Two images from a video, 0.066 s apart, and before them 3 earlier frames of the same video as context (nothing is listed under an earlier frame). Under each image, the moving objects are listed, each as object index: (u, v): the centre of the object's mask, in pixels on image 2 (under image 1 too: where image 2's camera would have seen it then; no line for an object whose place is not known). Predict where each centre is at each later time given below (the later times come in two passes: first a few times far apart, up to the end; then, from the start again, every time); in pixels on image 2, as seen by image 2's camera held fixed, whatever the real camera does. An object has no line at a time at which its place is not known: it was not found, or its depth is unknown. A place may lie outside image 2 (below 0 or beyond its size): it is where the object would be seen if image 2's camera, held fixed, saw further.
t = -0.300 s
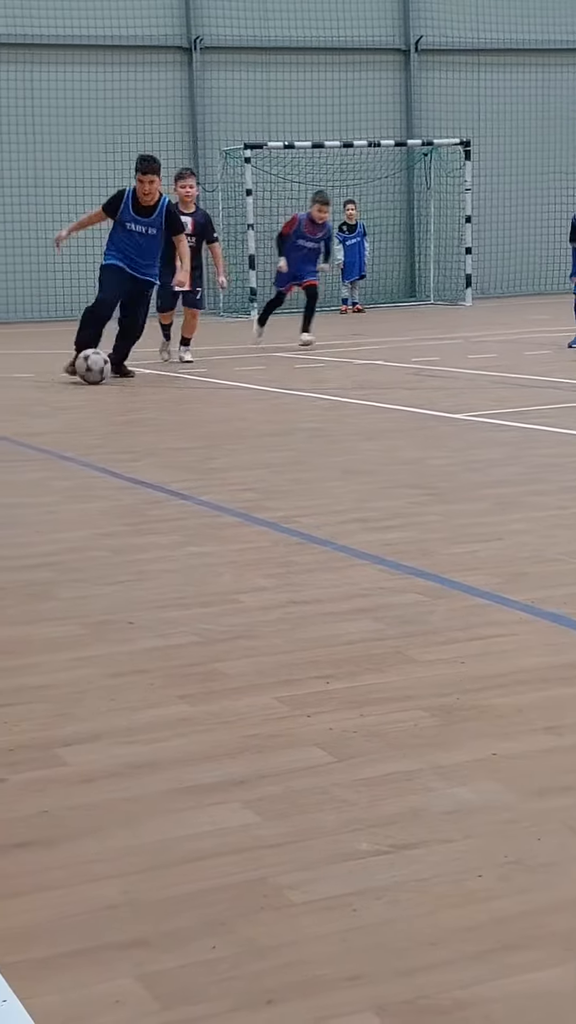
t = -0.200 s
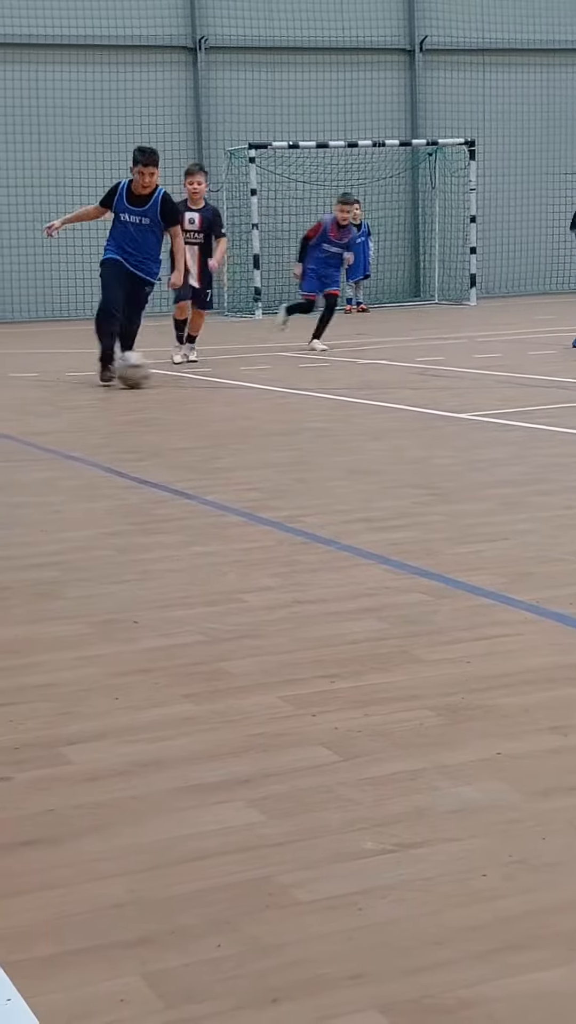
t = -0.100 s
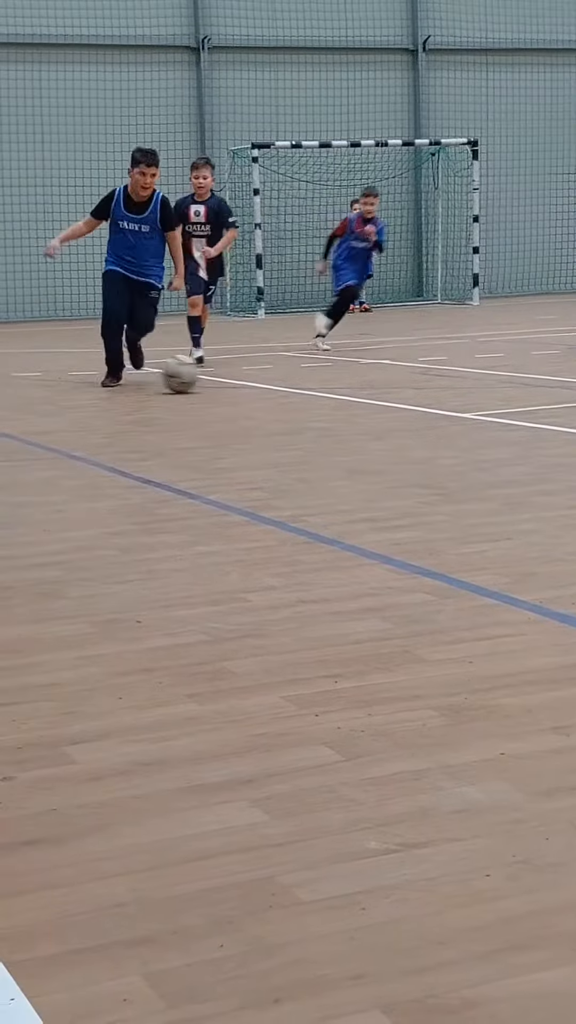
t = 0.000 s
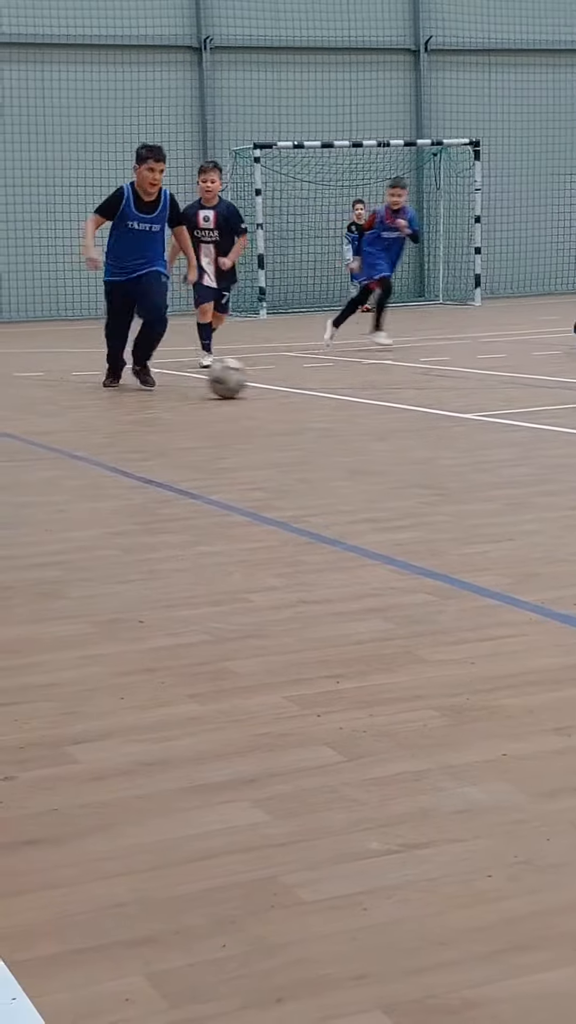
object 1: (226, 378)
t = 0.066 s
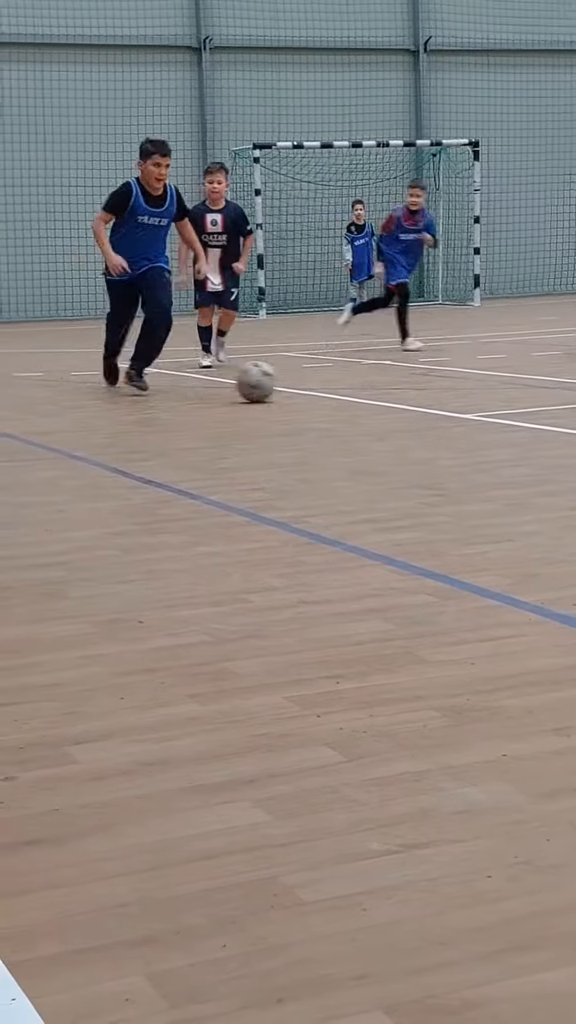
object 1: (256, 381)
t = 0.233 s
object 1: (326, 388)
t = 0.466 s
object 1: (410, 399)
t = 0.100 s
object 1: (271, 382)
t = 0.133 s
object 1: (285, 384)
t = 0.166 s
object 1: (298, 385)
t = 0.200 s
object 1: (312, 387)
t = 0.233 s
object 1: (326, 388)
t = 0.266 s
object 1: (338, 389)
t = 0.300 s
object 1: (350, 390)
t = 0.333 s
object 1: (363, 393)
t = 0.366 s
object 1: (375, 394)
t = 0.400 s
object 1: (388, 395)
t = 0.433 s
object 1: (400, 397)
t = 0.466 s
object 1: (410, 399)
